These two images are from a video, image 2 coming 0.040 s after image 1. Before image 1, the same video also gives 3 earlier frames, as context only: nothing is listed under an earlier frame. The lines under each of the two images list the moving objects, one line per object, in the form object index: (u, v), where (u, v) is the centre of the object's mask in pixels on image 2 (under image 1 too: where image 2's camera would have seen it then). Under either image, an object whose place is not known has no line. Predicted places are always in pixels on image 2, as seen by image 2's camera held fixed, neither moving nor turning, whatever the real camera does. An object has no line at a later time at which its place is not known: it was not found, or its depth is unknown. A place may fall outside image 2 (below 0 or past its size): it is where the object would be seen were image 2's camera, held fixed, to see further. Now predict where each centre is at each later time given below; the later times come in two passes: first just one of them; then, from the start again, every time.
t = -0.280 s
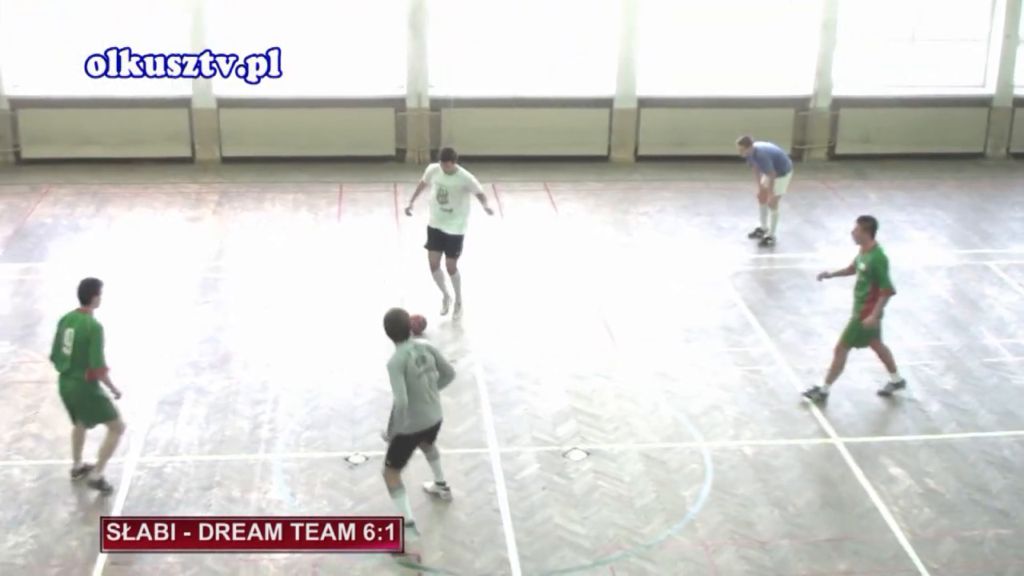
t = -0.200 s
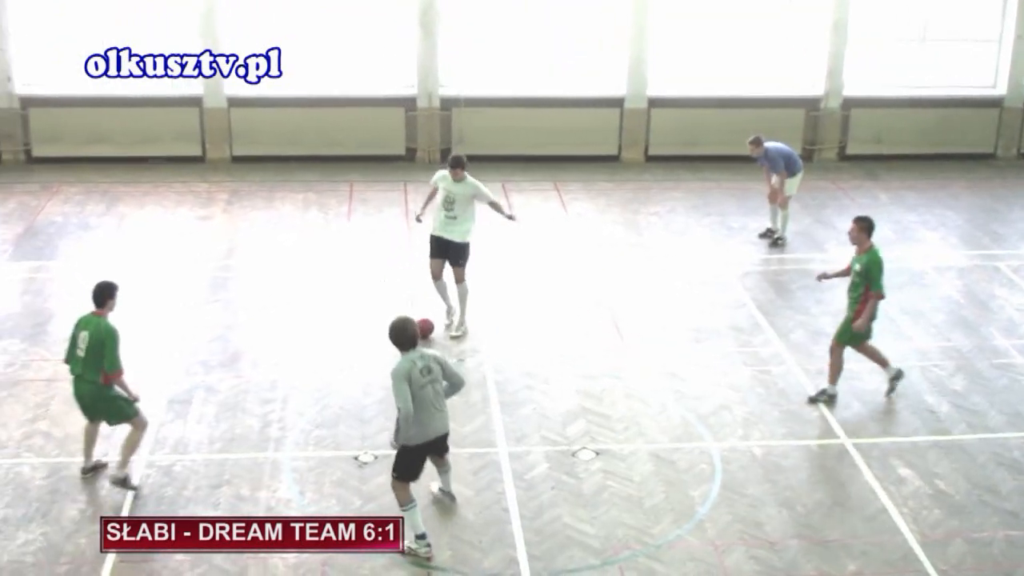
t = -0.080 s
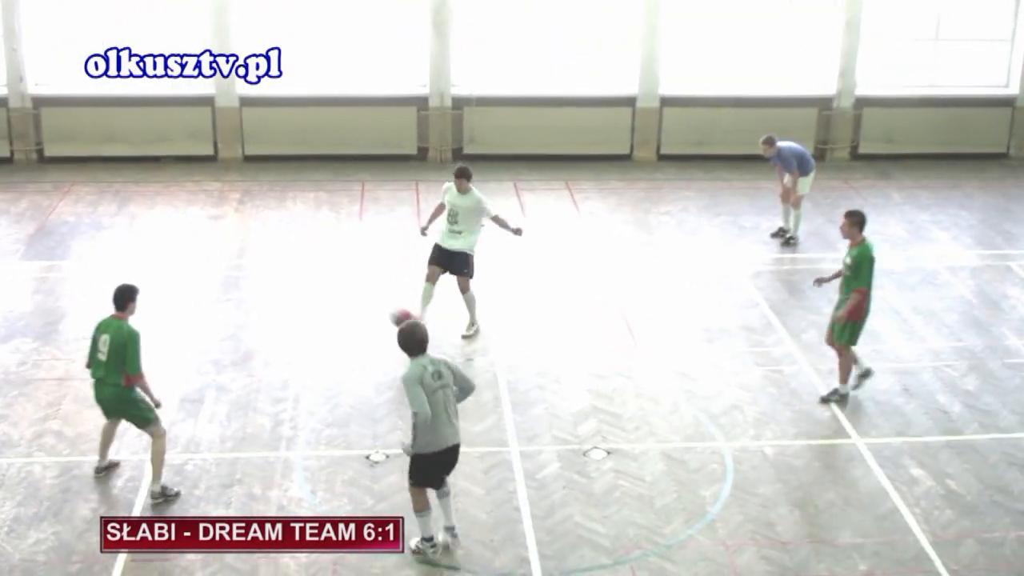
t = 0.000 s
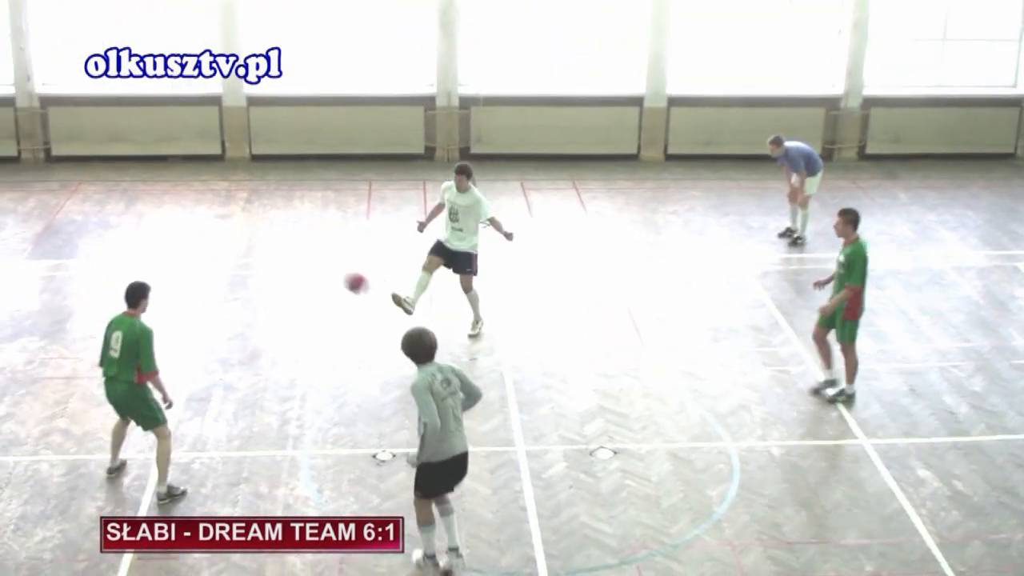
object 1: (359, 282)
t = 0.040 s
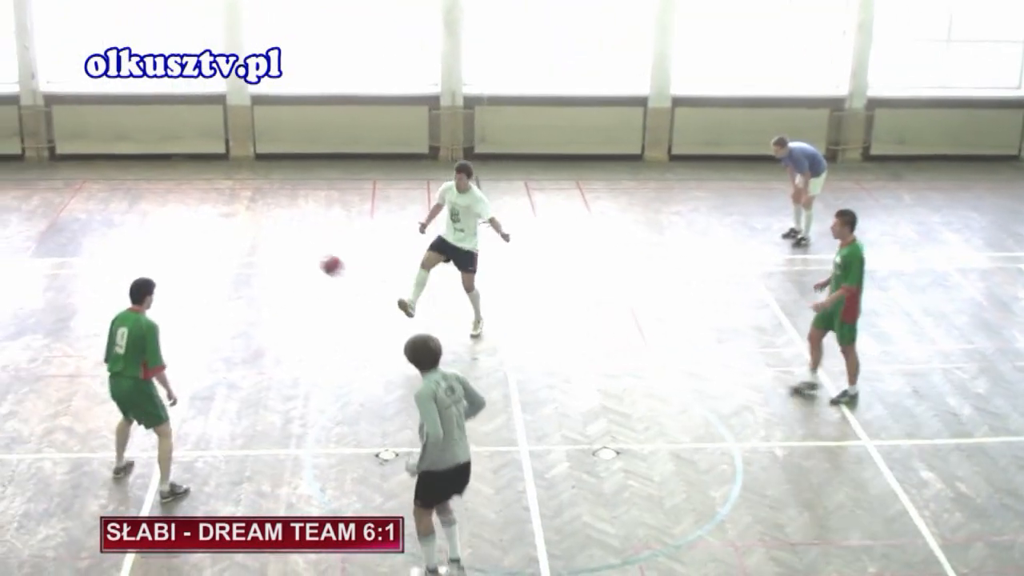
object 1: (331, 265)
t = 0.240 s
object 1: (162, 188)
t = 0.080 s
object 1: (301, 248)
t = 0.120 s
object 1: (268, 231)
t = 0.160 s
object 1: (235, 217)
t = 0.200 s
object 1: (199, 201)
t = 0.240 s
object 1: (162, 188)
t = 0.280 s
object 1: (121, 176)
